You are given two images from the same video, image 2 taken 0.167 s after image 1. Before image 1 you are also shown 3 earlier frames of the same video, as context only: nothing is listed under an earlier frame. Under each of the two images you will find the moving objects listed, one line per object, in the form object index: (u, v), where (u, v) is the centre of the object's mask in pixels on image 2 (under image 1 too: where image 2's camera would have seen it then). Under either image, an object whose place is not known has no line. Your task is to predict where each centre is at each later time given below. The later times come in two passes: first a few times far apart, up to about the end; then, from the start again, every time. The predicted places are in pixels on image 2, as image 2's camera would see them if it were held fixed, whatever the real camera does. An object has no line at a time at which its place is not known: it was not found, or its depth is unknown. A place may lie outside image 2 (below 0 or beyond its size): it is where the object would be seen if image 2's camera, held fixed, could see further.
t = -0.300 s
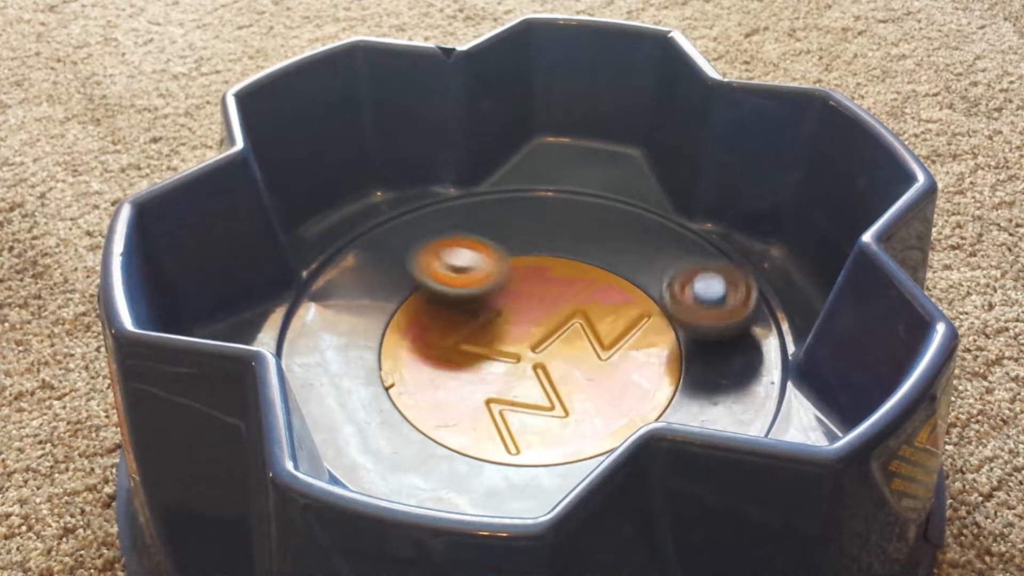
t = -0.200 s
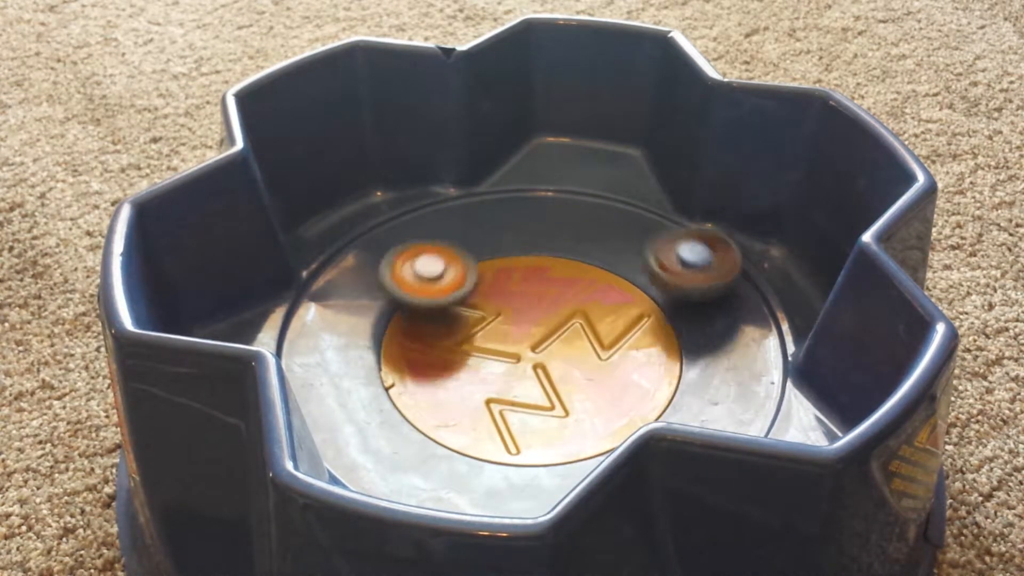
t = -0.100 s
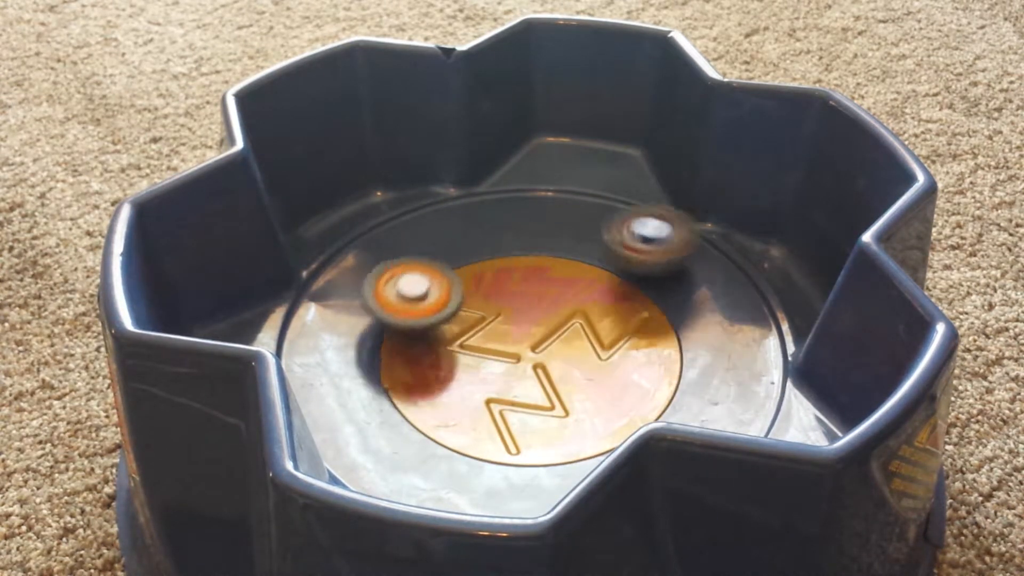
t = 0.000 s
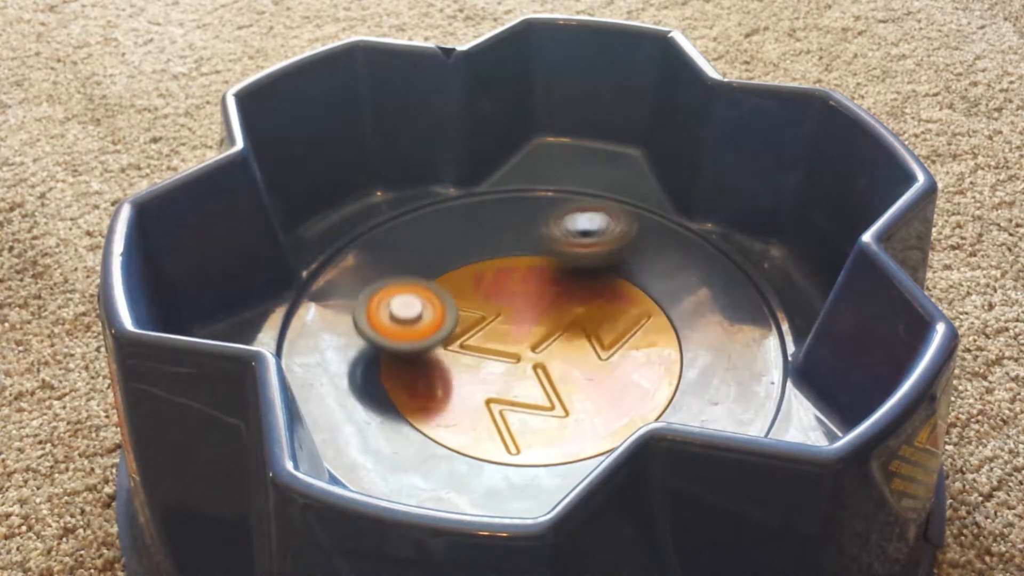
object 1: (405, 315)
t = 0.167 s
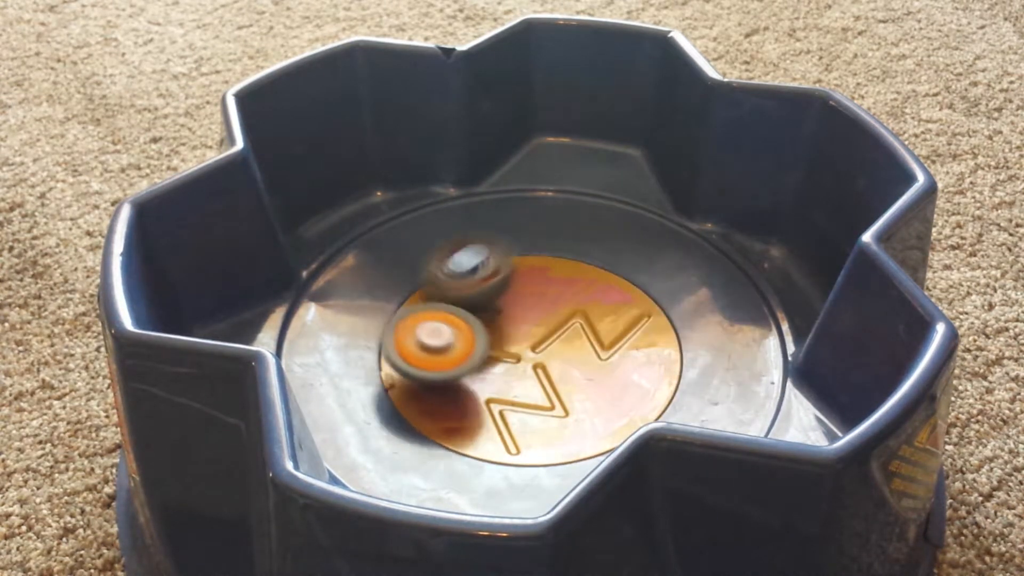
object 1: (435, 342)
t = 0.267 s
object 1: (458, 386)
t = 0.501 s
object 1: (557, 391)
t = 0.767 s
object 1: (632, 323)
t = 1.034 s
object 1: (598, 237)
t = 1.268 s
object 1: (514, 178)
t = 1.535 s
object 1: (478, 212)
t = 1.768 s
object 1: (464, 279)
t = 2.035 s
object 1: (482, 274)
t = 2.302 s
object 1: (488, 299)
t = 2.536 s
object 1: (449, 320)
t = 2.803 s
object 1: (476, 363)
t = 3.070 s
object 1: (565, 382)
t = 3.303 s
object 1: (604, 341)
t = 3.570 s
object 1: (596, 278)
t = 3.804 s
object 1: (530, 220)
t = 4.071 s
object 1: (476, 213)
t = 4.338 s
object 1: (440, 249)
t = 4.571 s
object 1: (407, 260)
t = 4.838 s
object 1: (434, 318)
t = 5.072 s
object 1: (473, 344)
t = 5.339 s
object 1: (551, 351)
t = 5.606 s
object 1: (597, 323)
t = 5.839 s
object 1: (591, 306)
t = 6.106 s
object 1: (587, 298)
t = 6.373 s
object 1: (545, 277)
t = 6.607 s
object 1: (457, 257)
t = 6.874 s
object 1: (423, 301)
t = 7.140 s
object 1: (359, 300)
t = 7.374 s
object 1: (382, 321)
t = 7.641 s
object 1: (260, 309)
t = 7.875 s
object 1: (312, 340)
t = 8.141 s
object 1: (356, 346)
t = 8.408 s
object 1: (439, 349)
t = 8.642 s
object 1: (498, 376)
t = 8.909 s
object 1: (567, 377)
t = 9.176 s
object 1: (643, 345)
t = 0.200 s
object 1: (440, 355)
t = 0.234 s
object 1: (447, 374)
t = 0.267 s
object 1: (458, 386)
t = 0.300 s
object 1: (473, 393)
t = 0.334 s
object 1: (489, 396)
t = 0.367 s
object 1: (508, 399)
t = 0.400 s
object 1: (516, 398)
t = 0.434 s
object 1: (527, 397)
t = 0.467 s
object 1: (543, 394)
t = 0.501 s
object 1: (557, 391)
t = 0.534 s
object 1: (571, 386)
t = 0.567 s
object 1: (585, 380)
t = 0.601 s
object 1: (595, 373)
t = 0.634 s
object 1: (605, 366)
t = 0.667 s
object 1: (612, 358)
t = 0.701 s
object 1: (618, 349)
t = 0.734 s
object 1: (624, 338)
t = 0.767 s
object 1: (632, 323)
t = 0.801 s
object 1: (635, 310)
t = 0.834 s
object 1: (635, 299)
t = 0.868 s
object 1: (633, 289)
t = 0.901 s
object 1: (630, 282)
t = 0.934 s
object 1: (624, 274)
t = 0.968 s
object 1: (618, 266)
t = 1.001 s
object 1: (610, 257)
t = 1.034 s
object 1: (598, 237)
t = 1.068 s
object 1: (584, 218)
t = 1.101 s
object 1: (572, 205)
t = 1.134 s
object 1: (560, 196)
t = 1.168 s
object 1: (548, 189)
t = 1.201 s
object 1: (536, 185)
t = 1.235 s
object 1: (524, 181)
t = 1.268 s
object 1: (514, 178)
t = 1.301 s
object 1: (508, 179)
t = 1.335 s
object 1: (507, 186)
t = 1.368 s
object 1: (503, 191)
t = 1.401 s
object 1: (499, 195)
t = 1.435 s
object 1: (493, 198)
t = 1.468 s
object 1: (488, 202)
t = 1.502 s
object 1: (483, 207)
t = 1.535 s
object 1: (478, 212)
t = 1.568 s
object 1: (474, 218)
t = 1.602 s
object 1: (470, 226)
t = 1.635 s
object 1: (467, 235)
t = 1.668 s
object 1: (464, 244)
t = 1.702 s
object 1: (463, 255)
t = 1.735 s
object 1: (463, 267)
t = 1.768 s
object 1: (464, 279)
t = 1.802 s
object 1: (471, 286)
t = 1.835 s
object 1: (479, 294)
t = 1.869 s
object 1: (483, 289)
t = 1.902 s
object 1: (484, 273)
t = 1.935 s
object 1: (485, 266)
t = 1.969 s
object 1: (485, 264)
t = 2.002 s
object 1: (484, 269)
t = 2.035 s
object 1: (482, 274)
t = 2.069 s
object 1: (481, 281)
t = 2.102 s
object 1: (483, 289)
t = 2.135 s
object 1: (489, 293)
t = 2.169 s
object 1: (493, 294)
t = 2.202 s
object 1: (498, 299)
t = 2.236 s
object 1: (502, 305)
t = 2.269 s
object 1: (495, 301)
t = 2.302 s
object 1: (488, 299)
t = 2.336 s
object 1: (486, 300)
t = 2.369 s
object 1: (486, 302)
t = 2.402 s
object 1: (486, 306)
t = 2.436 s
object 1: (475, 309)
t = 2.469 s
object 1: (459, 309)
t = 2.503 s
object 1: (450, 314)
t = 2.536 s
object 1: (449, 320)
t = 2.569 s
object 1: (449, 327)
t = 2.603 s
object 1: (449, 332)
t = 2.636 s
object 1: (450, 339)
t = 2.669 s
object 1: (452, 345)
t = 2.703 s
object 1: (455, 350)
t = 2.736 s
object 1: (461, 356)
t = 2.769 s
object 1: (468, 360)
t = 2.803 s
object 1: (476, 363)
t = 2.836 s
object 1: (483, 366)
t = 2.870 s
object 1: (491, 369)
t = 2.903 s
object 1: (498, 374)
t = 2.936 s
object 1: (507, 375)
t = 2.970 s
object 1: (520, 382)
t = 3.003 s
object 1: (536, 386)
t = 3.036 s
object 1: (551, 386)
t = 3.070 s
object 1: (565, 382)
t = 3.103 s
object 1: (572, 375)
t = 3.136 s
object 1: (579, 369)
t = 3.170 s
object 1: (586, 364)
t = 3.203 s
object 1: (594, 358)
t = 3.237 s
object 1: (599, 353)
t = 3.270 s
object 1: (602, 347)
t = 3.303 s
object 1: (604, 341)
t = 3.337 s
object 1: (605, 336)
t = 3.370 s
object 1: (605, 329)
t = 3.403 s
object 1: (609, 318)
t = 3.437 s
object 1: (613, 307)
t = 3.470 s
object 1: (612, 298)
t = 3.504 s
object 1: (608, 291)
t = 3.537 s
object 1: (603, 284)
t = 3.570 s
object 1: (596, 278)
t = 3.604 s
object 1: (588, 272)
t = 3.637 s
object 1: (579, 268)
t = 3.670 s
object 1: (570, 264)
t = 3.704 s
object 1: (561, 262)
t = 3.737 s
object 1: (551, 258)
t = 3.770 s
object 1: (541, 243)
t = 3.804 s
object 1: (530, 220)
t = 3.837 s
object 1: (518, 203)
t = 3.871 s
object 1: (507, 191)
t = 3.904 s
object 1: (497, 186)
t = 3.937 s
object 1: (494, 190)
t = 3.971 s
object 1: (489, 195)
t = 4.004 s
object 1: (485, 201)
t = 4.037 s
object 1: (482, 207)
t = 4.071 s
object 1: (476, 213)
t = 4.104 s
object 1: (472, 216)
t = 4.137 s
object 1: (466, 220)
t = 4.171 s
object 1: (461, 222)
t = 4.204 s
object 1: (456, 226)
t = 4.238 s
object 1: (451, 230)
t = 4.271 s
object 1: (447, 235)
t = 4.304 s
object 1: (443, 242)
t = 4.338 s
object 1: (440, 249)
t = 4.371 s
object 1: (438, 258)
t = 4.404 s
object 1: (429, 253)
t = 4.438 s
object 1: (420, 247)
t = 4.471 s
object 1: (415, 247)
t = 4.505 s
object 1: (412, 250)
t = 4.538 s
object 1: (409, 255)
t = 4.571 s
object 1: (407, 260)
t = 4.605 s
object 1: (406, 266)
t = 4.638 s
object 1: (406, 273)
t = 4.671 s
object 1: (407, 279)
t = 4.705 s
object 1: (409, 287)
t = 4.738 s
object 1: (412, 295)
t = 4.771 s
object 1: (418, 304)
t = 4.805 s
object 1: (425, 310)
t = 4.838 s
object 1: (434, 318)
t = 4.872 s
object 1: (444, 325)
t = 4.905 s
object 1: (455, 332)
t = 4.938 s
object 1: (462, 336)
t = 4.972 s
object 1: (460, 336)
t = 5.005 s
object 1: (459, 337)
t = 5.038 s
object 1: (465, 340)
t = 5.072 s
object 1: (473, 344)
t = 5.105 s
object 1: (481, 347)
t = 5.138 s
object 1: (490, 350)
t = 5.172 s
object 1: (500, 351)
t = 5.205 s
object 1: (510, 351)
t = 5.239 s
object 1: (520, 352)
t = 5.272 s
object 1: (530, 351)
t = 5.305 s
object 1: (541, 351)
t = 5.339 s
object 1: (551, 351)
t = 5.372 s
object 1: (555, 348)
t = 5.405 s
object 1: (560, 344)
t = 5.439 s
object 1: (567, 342)
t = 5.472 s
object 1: (574, 338)
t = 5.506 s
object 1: (580, 335)
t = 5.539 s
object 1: (586, 331)
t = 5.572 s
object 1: (592, 327)
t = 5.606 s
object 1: (597, 323)
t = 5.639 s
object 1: (603, 323)
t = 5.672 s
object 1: (604, 322)
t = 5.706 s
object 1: (601, 322)
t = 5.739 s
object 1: (600, 320)
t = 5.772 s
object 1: (597, 315)
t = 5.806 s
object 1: (594, 311)
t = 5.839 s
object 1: (591, 306)
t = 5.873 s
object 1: (588, 302)
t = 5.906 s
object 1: (587, 300)
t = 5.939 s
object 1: (586, 298)
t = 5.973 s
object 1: (586, 298)
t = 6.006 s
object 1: (586, 298)
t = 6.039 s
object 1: (587, 298)
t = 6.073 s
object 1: (587, 299)
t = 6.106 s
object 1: (587, 298)
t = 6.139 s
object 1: (586, 297)
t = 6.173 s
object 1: (587, 294)
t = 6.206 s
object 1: (579, 284)
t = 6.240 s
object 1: (573, 280)
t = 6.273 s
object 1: (566, 279)
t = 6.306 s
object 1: (559, 277)
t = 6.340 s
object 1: (553, 276)
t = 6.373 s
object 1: (545, 277)
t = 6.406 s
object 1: (538, 277)
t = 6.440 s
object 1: (530, 277)
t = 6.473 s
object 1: (512, 267)
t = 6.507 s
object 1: (493, 257)
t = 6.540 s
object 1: (479, 254)
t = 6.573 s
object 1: (467, 255)
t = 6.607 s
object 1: (457, 257)
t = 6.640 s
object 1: (447, 259)
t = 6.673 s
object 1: (438, 263)
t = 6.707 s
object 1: (431, 270)
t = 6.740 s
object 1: (431, 279)
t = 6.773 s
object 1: (430, 286)
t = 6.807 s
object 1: (427, 292)
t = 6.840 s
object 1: (425, 298)
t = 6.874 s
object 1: (423, 301)
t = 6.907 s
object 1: (398, 294)
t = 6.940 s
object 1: (383, 289)
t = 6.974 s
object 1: (375, 289)
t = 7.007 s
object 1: (370, 291)
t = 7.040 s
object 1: (365, 292)
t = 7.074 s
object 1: (363, 295)
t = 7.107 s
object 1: (360, 297)
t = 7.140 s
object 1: (359, 300)
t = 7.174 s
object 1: (359, 302)
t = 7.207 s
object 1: (360, 304)
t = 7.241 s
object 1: (362, 307)
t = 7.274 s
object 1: (366, 310)
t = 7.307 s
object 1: (370, 313)
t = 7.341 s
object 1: (375, 316)
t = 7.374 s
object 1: (382, 321)
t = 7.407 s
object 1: (391, 325)
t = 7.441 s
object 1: (398, 329)
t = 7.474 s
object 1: (407, 334)
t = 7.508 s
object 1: (416, 337)
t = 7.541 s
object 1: (403, 331)
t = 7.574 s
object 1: (330, 326)
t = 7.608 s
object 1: (272, 318)
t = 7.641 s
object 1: (260, 309)
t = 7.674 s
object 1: (254, 312)
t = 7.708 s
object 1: (255, 313)
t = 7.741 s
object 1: (265, 319)
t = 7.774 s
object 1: (275, 322)
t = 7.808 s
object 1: (292, 332)
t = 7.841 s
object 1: (300, 335)
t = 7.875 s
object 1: (312, 340)
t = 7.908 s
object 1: (320, 343)
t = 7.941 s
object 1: (324, 345)
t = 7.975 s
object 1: (327, 345)
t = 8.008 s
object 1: (331, 346)
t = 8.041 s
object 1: (336, 346)
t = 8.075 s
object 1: (342, 346)
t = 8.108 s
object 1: (348, 346)
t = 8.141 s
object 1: (356, 346)
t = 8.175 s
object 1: (365, 345)
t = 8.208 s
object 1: (376, 346)
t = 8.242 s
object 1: (382, 346)
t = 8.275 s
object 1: (388, 344)
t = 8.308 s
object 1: (399, 347)
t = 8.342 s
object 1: (412, 350)
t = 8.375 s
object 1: (424, 350)
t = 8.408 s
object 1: (439, 349)
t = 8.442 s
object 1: (446, 353)
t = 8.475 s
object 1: (448, 362)
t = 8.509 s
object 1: (457, 365)
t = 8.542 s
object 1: (468, 369)
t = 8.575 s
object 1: (474, 371)
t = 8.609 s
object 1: (485, 373)
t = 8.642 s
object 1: (498, 376)
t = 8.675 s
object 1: (509, 378)
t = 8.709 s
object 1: (519, 380)
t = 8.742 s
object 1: (530, 382)
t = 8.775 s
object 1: (539, 384)
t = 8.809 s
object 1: (547, 385)
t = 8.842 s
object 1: (555, 385)
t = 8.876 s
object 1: (563, 382)
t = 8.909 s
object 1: (567, 377)
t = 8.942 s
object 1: (572, 372)
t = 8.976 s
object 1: (582, 368)
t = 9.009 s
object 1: (598, 366)
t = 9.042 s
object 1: (610, 362)
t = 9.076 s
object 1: (621, 358)
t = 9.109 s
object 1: (629, 353)
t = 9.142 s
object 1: (636, 349)
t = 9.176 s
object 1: (643, 345)
